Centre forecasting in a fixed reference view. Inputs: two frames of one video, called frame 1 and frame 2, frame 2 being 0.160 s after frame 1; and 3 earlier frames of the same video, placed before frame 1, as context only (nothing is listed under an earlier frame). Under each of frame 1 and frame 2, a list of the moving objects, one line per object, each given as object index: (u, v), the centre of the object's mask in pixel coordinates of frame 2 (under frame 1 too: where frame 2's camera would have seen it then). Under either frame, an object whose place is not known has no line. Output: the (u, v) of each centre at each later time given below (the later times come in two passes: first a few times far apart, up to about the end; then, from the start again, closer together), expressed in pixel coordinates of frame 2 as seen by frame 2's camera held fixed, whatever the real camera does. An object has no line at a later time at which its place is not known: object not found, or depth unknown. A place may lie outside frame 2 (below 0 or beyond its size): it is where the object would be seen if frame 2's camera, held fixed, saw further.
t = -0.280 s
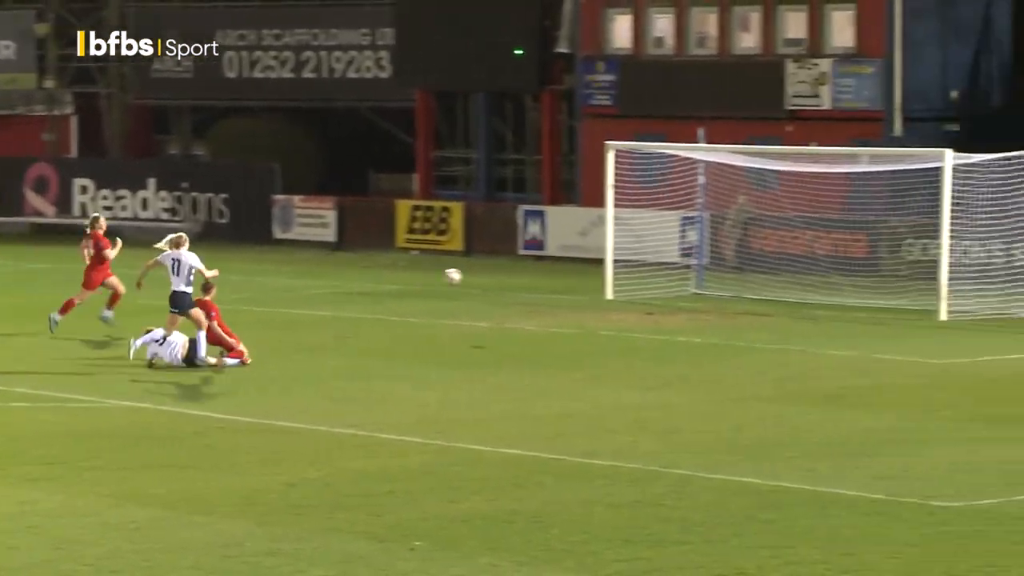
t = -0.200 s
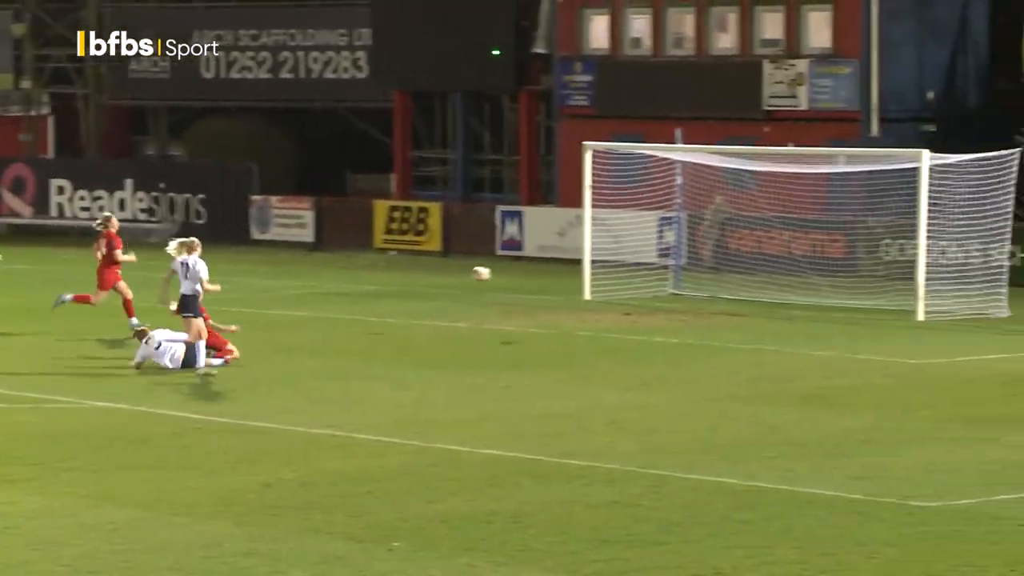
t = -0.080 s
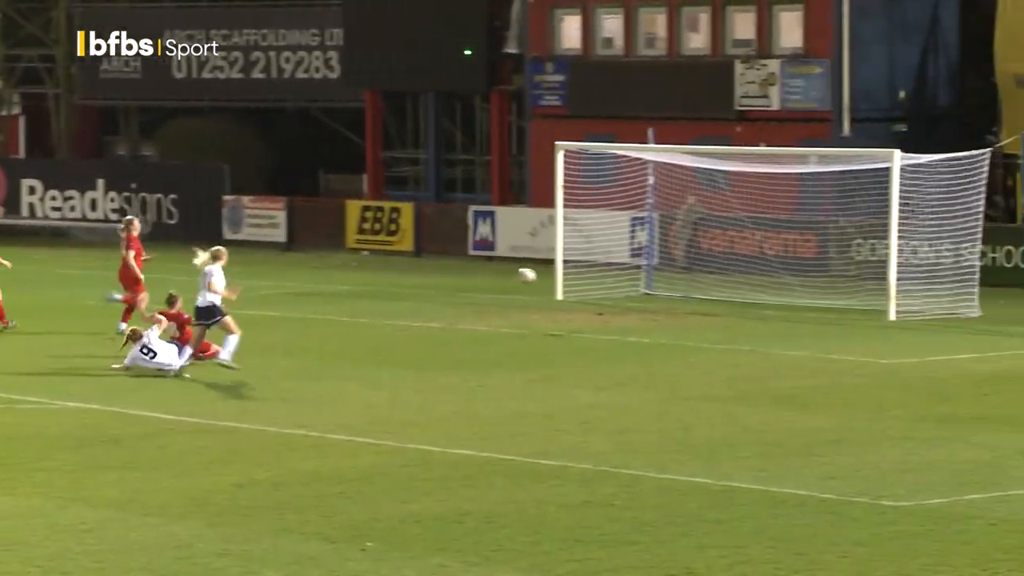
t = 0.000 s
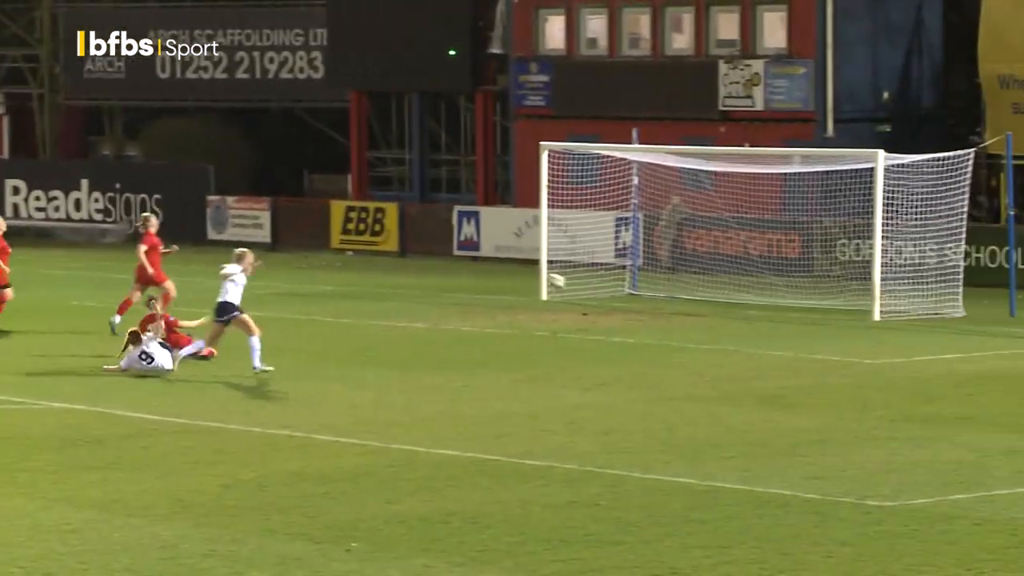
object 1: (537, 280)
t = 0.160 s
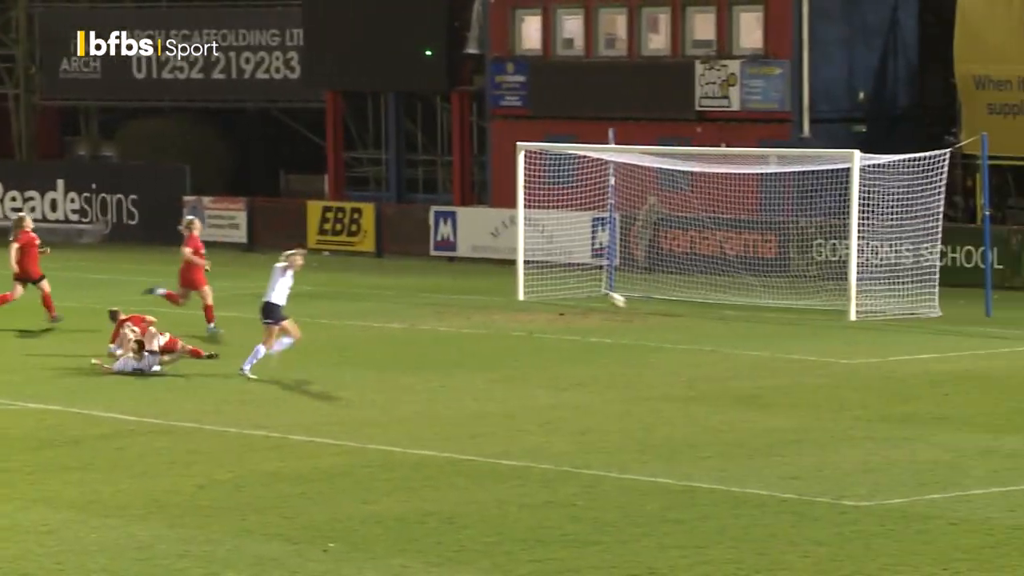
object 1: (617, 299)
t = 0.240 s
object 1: (650, 303)
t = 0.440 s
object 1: (716, 278)
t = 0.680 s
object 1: (779, 285)
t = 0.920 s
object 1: (772, 291)
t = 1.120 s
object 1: (757, 293)
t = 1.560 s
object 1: (729, 301)
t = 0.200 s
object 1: (636, 306)
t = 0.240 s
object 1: (650, 303)
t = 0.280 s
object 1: (665, 296)
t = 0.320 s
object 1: (678, 290)
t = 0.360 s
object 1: (691, 285)
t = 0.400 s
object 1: (704, 282)
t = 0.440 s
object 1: (716, 278)
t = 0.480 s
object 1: (727, 277)
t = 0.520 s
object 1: (739, 278)
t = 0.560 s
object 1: (751, 279)
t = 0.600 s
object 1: (763, 280)
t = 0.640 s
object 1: (774, 281)
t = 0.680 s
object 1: (779, 285)
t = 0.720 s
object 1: (780, 287)
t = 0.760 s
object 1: (780, 288)
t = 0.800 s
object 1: (779, 289)
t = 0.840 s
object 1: (777, 289)
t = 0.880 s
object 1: (775, 290)
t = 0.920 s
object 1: (772, 291)
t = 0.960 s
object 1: (768, 293)
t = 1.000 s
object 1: (765, 296)
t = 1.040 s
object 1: (762, 299)
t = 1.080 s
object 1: (759, 295)
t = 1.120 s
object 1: (757, 293)
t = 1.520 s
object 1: (731, 300)
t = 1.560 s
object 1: (729, 301)
